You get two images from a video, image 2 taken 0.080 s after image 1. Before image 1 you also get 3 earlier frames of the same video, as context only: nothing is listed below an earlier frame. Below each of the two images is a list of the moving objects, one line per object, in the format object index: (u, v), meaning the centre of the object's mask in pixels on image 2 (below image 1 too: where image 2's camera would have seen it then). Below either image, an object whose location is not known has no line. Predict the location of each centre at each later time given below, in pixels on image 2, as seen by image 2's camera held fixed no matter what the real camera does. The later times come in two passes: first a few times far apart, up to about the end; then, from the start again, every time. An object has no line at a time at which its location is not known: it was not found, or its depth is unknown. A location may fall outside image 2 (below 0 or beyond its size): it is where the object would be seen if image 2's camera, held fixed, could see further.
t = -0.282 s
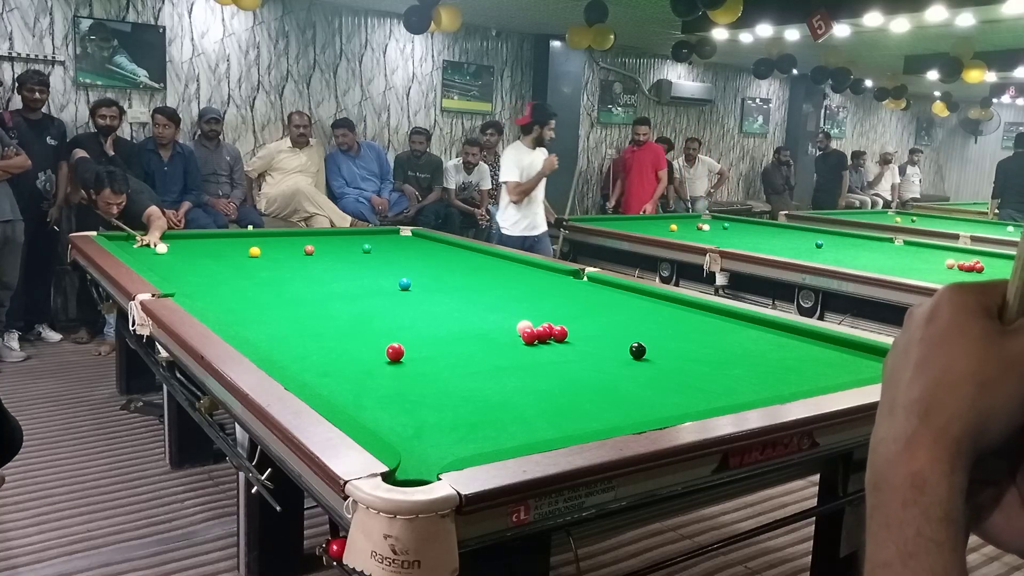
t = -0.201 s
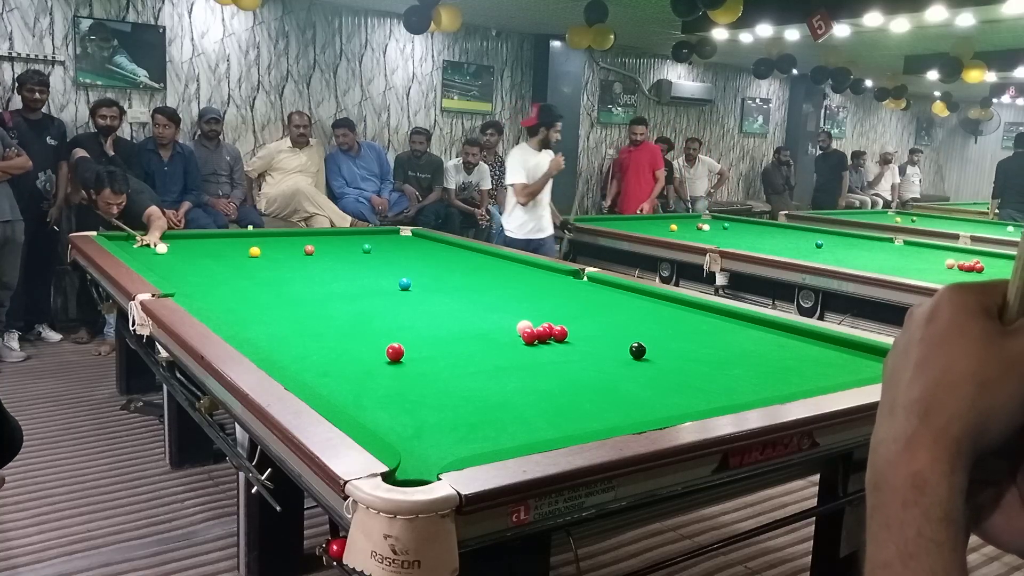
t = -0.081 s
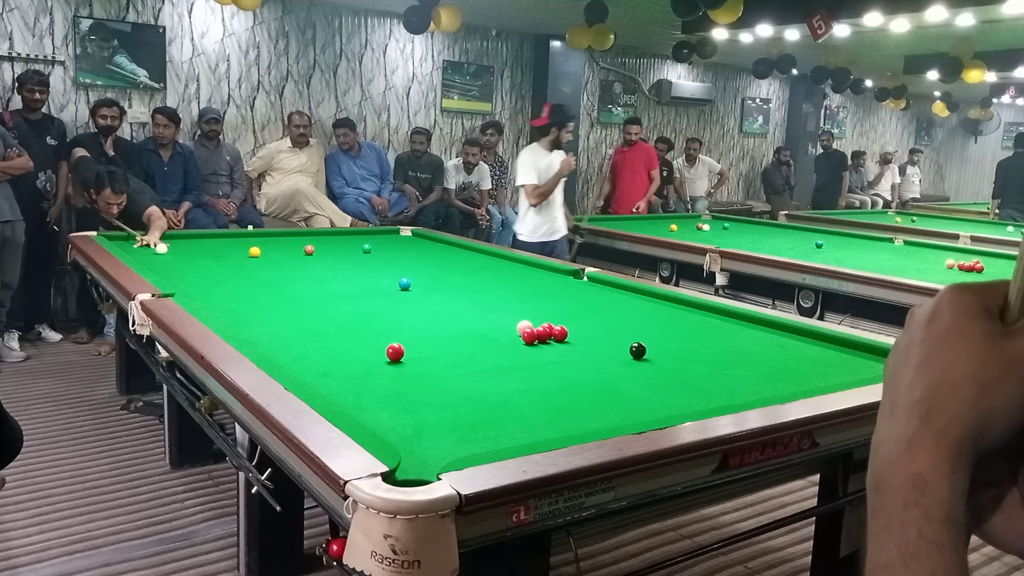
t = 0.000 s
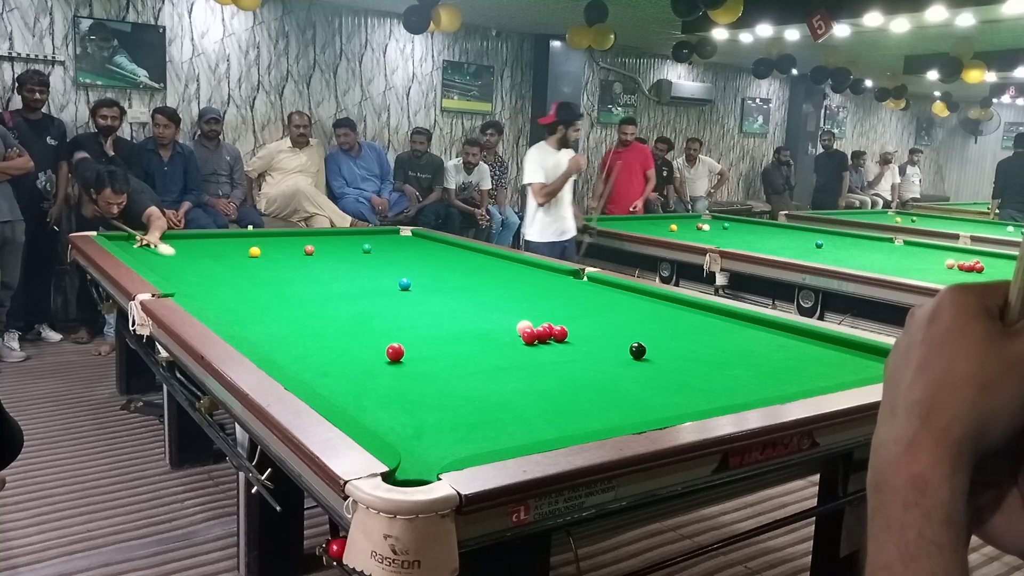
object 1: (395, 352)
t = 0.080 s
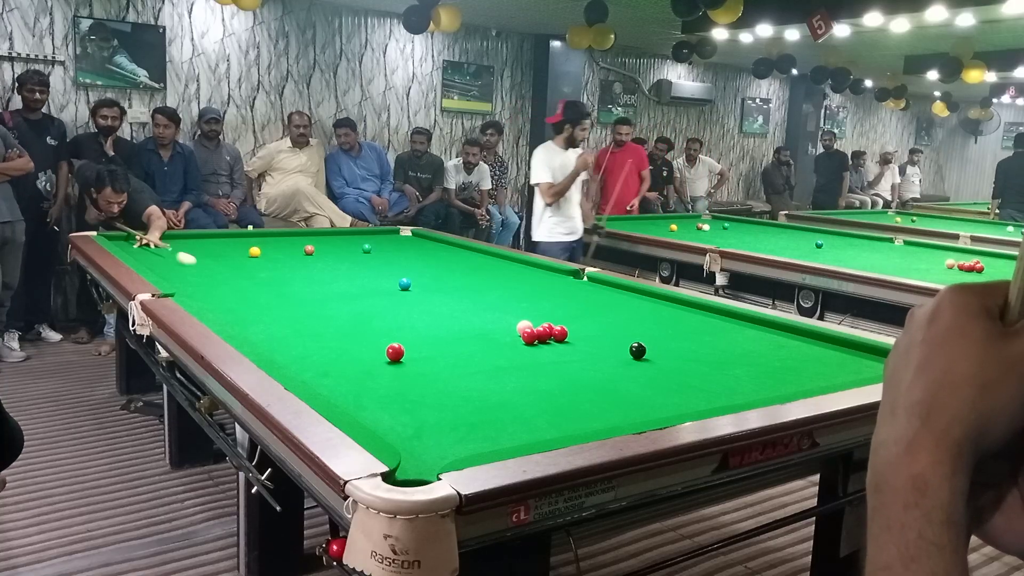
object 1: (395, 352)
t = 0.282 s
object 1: (395, 352)
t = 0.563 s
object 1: (395, 352)
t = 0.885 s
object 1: (372, 400)
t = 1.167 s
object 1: (445, 439)
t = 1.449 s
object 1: (492, 423)
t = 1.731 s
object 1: (499, 392)
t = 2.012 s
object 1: (505, 367)
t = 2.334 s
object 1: (511, 346)
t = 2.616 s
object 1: (509, 331)
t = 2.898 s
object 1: (501, 318)
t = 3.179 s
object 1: (494, 308)
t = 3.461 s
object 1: (488, 299)
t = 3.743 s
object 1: (483, 291)
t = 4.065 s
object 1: (478, 283)
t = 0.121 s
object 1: (395, 352)
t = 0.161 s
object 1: (395, 352)
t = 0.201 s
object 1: (395, 352)
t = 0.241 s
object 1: (395, 352)
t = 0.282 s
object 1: (395, 352)
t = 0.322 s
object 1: (395, 352)
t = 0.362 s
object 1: (395, 352)
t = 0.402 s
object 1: (395, 352)
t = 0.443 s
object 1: (395, 352)
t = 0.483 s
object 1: (395, 352)
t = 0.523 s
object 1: (395, 352)
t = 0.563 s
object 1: (395, 352)
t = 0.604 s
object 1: (395, 352)
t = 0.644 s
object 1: (395, 353)
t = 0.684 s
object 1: (392, 358)
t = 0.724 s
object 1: (388, 366)
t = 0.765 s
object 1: (384, 375)
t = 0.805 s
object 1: (380, 383)
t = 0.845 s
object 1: (376, 391)
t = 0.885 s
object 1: (372, 400)
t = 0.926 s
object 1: (368, 409)
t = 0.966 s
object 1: (366, 414)
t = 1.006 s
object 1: (377, 420)
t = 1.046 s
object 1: (394, 426)
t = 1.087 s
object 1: (411, 430)
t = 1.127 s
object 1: (428, 434)
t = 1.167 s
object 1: (445, 439)
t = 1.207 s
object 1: (462, 443)
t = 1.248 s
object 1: (478, 445)
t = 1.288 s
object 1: (487, 442)
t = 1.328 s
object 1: (488, 439)
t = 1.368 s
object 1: (489, 434)
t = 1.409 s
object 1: (491, 428)
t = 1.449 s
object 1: (492, 423)
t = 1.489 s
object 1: (493, 418)
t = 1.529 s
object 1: (494, 413)
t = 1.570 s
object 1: (495, 408)
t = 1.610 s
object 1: (496, 404)
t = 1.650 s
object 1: (497, 400)
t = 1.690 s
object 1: (498, 395)
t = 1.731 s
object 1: (499, 392)
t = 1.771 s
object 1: (500, 388)
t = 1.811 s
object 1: (501, 384)
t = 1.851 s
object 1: (502, 381)
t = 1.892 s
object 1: (503, 377)
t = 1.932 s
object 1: (504, 374)
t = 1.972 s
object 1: (504, 370)
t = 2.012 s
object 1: (505, 367)
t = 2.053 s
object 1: (506, 364)
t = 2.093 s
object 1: (507, 361)
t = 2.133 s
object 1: (508, 359)
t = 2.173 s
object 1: (508, 356)
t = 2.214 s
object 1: (509, 353)
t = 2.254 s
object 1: (510, 351)
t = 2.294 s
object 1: (510, 348)
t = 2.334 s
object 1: (511, 346)
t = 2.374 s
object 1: (511, 343)
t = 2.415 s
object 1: (512, 341)
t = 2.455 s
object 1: (512, 339)
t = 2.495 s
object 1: (513, 337)
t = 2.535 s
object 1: (512, 335)
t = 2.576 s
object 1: (511, 333)
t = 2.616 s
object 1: (509, 331)
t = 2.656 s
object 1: (508, 329)
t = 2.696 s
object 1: (507, 327)
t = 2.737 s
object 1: (506, 325)
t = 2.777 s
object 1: (505, 323)
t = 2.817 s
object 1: (503, 322)
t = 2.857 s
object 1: (502, 320)
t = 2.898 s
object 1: (501, 318)
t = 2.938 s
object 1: (500, 317)
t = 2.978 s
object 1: (499, 315)
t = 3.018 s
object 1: (498, 314)
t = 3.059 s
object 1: (497, 312)
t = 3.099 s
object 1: (496, 311)
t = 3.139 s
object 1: (495, 309)
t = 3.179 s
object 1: (494, 308)
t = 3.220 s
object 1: (493, 306)
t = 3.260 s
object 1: (493, 305)
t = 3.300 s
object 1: (492, 304)
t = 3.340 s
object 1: (491, 303)
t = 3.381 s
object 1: (490, 301)
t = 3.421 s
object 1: (489, 300)
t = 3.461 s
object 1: (488, 299)
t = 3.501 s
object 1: (487, 298)
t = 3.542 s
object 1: (487, 297)
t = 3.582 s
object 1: (486, 296)
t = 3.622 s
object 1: (485, 294)
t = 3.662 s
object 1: (484, 293)
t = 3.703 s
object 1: (484, 292)
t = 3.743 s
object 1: (483, 291)
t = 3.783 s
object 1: (482, 290)
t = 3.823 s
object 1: (482, 289)
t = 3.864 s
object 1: (481, 288)
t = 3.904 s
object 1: (481, 287)
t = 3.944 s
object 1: (480, 286)
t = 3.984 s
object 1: (479, 285)
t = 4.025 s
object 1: (479, 285)
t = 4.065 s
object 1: (478, 283)
